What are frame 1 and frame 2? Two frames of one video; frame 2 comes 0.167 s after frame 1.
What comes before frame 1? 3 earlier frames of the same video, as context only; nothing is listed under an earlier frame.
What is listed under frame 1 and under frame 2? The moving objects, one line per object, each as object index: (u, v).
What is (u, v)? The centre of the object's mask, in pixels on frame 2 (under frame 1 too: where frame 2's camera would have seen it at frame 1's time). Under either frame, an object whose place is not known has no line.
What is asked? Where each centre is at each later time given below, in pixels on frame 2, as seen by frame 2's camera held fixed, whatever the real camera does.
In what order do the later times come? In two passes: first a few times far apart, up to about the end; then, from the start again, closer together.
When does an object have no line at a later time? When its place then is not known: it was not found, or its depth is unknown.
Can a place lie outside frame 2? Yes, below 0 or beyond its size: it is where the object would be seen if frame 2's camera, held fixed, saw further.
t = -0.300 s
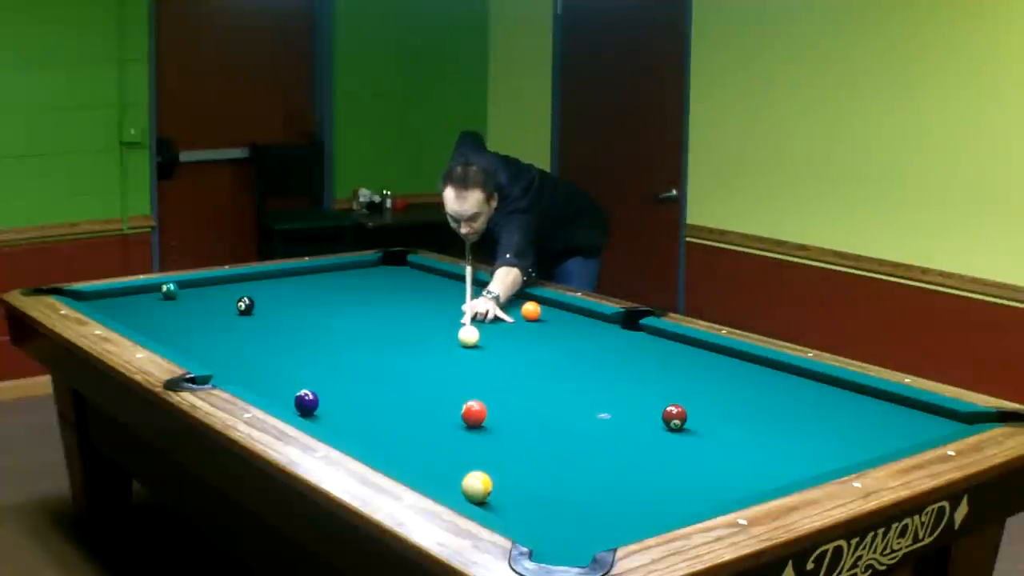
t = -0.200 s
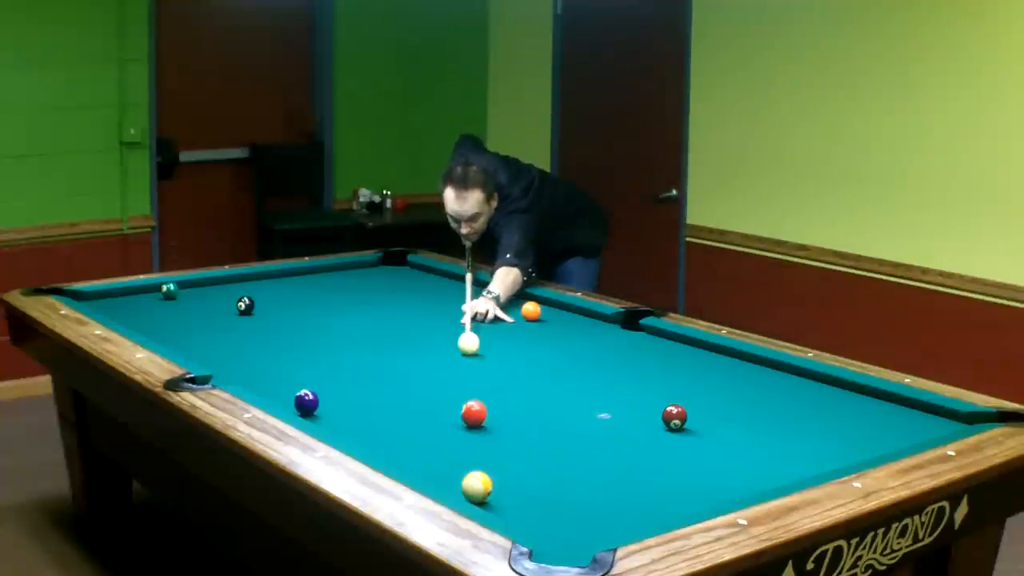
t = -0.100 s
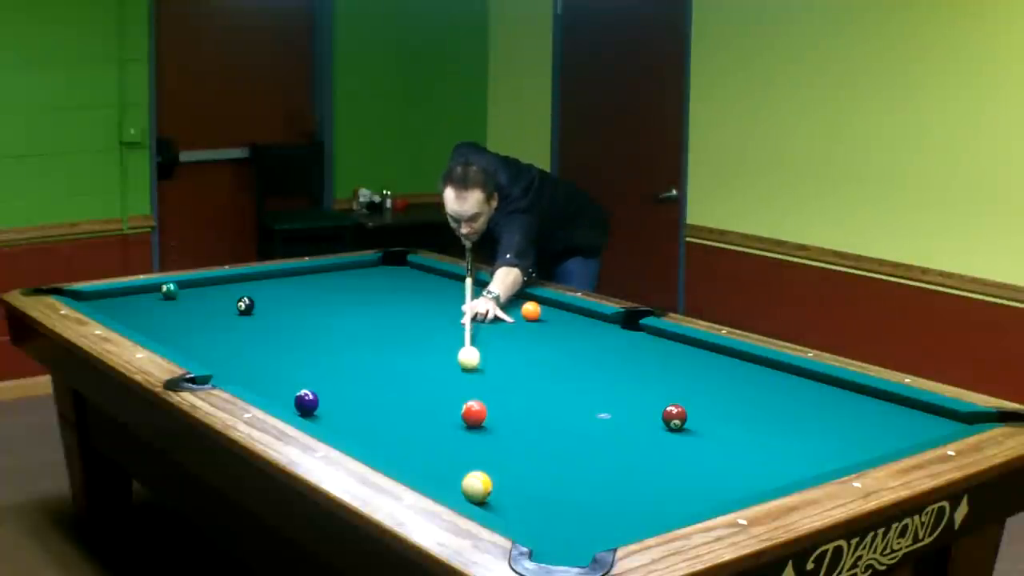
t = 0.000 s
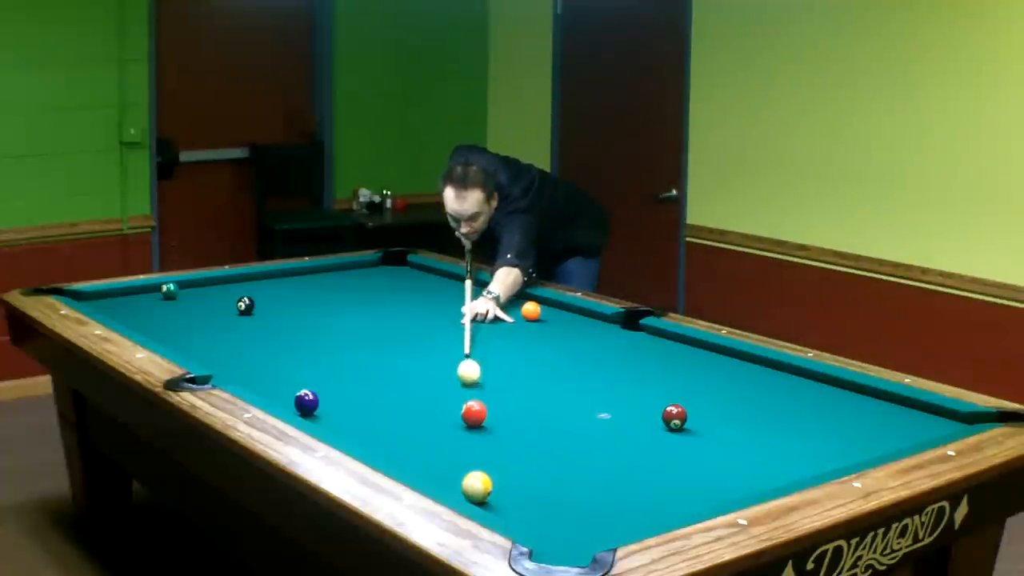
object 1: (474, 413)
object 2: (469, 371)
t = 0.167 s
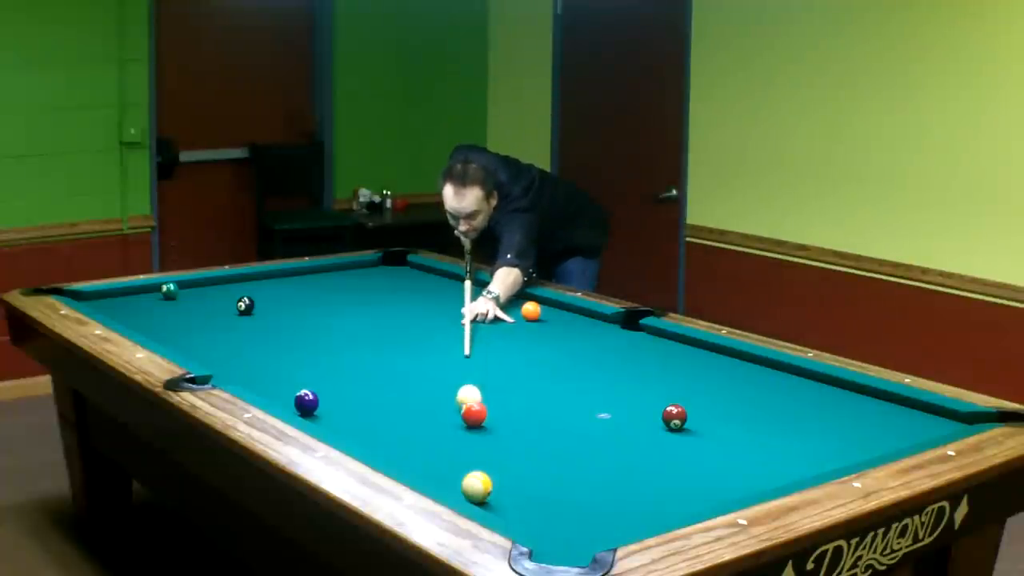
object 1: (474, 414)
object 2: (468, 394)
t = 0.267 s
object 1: (480, 423)
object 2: (463, 406)
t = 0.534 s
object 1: (505, 460)
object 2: (438, 418)
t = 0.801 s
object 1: (531, 498)
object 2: (414, 430)
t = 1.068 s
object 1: (561, 542)
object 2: (390, 442)
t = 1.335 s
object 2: (384, 447)
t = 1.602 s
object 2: (405, 450)
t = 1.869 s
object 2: (425, 449)
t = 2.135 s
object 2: (442, 449)
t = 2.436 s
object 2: (458, 447)
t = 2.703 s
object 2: (469, 447)
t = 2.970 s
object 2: (477, 446)
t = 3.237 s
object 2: (483, 446)
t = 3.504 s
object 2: (486, 445)
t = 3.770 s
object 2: (487, 446)
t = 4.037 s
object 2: (486, 446)
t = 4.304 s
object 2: (486, 445)
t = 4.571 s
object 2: (485, 446)
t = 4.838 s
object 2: (485, 446)
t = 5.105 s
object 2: (485, 446)
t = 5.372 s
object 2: (485, 446)
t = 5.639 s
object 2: (485, 446)
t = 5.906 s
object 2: (485, 446)
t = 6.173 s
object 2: (485, 446)
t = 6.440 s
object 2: (485, 446)
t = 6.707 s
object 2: (485, 446)
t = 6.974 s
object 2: (485, 446)
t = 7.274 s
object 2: (485, 446)
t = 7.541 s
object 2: (485, 446)
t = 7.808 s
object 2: (485, 446)
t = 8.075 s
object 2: (485, 446)
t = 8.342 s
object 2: (485, 446)
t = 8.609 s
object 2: (485, 446)
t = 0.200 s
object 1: (474, 414)
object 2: (467, 399)
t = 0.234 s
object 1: (477, 419)
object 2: (465, 404)
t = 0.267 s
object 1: (480, 423)
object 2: (463, 406)
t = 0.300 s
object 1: (484, 428)
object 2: (459, 407)
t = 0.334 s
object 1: (487, 432)
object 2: (456, 408)
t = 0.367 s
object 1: (490, 438)
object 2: (453, 410)
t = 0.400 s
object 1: (493, 442)
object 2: (450, 411)
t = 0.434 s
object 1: (496, 446)
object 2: (447, 413)
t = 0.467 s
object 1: (499, 451)
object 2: (444, 415)
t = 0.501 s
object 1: (502, 455)
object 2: (441, 416)
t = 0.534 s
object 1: (505, 460)
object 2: (438, 418)
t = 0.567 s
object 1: (508, 464)
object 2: (435, 419)
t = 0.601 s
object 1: (511, 468)
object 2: (432, 420)
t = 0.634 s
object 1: (514, 473)
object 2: (429, 422)
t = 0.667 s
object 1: (518, 478)
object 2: (426, 424)
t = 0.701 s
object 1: (521, 483)
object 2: (423, 425)
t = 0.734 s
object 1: (524, 488)
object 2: (420, 427)
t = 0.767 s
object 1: (528, 493)
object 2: (417, 428)
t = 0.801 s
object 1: (531, 498)
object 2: (414, 430)
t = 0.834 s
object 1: (535, 503)
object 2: (411, 431)
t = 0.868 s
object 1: (538, 509)
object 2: (408, 433)
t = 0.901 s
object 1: (542, 514)
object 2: (405, 435)
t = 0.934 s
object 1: (546, 519)
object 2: (402, 436)
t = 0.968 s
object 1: (550, 525)
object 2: (399, 438)
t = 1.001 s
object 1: (554, 530)
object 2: (396, 439)
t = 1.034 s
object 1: (557, 536)
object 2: (393, 441)
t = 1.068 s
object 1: (561, 542)
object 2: (390, 442)
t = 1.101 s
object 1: (565, 548)
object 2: (387, 444)
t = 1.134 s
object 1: (569, 552)
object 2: (384, 444)
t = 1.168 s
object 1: (573, 558)
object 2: (382, 445)
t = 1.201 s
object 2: (379, 446)
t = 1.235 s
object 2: (376, 446)
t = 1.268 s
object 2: (378, 447)
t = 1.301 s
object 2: (381, 447)
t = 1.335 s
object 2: (384, 447)
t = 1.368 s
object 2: (386, 448)
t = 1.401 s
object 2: (389, 448)
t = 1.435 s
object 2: (392, 449)
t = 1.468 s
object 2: (395, 449)
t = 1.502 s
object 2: (397, 449)
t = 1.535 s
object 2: (400, 449)
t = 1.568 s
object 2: (403, 449)
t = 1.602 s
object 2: (405, 450)
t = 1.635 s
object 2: (408, 450)
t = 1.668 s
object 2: (410, 449)
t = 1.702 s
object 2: (413, 449)
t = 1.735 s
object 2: (416, 449)
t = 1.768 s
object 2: (418, 449)
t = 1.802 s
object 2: (421, 449)
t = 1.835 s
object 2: (423, 449)
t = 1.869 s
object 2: (425, 449)
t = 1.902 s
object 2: (427, 449)
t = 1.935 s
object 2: (430, 449)
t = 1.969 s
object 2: (432, 449)
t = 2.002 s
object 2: (434, 449)
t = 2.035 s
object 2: (436, 449)
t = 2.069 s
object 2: (438, 449)
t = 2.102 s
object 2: (440, 448)
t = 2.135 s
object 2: (442, 449)
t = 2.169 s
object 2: (444, 448)
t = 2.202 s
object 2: (446, 448)
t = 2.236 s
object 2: (448, 448)
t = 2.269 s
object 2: (449, 448)
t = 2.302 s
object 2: (451, 448)
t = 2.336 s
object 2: (453, 448)
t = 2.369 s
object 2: (454, 448)
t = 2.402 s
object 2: (456, 447)
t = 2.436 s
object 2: (458, 447)
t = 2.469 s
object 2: (459, 447)
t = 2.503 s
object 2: (461, 447)
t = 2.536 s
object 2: (462, 447)
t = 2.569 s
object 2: (464, 447)
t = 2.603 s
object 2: (465, 447)
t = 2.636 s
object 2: (466, 447)
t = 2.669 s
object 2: (468, 447)
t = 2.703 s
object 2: (469, 447)
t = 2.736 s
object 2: (470, 447)
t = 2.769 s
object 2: (471, 447)
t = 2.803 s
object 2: (473, 446)
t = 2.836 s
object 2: (474, 446)
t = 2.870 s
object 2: (475, 446)
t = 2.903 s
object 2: (476, 446)
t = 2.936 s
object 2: (476, 446)
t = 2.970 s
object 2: (477, 446)
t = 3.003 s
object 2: (478, 446)
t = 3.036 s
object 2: (479, 446)
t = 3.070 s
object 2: (480, 446)
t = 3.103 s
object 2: (481, 446)
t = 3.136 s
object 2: (481, 446)
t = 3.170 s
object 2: (482, 446)
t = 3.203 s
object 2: (483, 446)
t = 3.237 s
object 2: (483, 446)
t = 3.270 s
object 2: (484, 446)
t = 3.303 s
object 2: (484, 446)
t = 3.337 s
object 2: (485, 446)
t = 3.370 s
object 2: (485, 446)
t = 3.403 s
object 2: (486, 445)
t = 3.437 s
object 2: (486, 445)
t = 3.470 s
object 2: (486, 445)
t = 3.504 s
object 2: (486, 445)
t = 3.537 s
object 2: (487, 445)
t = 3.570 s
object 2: (487, 445)
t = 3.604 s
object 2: (487, 445)
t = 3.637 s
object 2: (487, 445)
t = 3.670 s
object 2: (487, 445)
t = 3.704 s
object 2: (487, 446)
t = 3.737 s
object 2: (487, 445)
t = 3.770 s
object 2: (487, 446)
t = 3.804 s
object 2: (487, 446)
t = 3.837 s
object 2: (487, 446)
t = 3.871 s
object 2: (487, 446)
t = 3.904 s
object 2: (487, 446)
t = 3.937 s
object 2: (487, 446)
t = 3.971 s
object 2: (487, 445)
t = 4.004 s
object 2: (487, 446)
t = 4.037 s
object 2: (486, 446)
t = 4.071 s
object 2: (486, 446)
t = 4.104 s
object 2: (486, 446)
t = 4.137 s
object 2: (486, 446)
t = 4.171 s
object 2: (486, 446)
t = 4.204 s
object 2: (486, 446)
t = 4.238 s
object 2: (486, 445)
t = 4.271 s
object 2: (486, 445)
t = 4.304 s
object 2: (486, 445)
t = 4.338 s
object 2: (486, 445)
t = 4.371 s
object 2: (485, 445)
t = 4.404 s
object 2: (485, 445)
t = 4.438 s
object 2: (485, 445)
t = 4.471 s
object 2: (485, 446)
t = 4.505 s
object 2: (485, 446)
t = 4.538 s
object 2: (485, 446)
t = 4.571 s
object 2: (485, 446)
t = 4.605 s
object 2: (485, 446)
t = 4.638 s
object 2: (485, 446)
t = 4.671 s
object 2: (485, 446)
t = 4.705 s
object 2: (485, 446)
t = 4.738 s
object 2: (485, 446)
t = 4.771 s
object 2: (485, 446)
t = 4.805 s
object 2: (485, 446)
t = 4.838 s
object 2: (485, 446)
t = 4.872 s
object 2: (485, 446)
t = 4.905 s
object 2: (485, 446)
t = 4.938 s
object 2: (485, 446)
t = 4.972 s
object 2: (485, 446)
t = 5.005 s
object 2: (485, 446)
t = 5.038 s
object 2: (485, 446)
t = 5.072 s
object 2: (485, 446)
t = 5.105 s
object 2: (485, 446)
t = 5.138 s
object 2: (485, 446)
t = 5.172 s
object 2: (485, 446)
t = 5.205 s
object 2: (485, 446)
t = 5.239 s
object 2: (485, 446)
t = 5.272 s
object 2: (485, 446)
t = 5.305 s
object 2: (485, 446)
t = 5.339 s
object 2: (485, 446)
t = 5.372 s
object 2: (485, 446)
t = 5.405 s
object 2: (485, 446)
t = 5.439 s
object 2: (485, 446)
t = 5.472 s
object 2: (485, 446)
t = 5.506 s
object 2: (485, 446)
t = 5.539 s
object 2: (485, 446)
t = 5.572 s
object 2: (485, 446)
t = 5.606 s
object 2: (485, 446)
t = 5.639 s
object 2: (485, 446)
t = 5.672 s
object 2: (485, 446)
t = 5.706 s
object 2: (485, 446)
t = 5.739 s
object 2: (485, 446)
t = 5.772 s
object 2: (485, 446)
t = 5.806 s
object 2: (485, 446)
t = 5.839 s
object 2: (485, 446)
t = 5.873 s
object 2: (485, 446)
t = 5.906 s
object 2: (485, 446)
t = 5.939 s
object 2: (485, 446)
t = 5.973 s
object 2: (485, 446)
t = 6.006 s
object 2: (485, 446)
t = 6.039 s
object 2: (485, 446)
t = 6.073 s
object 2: (485, 446)
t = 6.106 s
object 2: (485, 446)
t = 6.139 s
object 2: (485, 446)
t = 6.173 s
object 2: (485, 446)
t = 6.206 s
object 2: (485, 446)
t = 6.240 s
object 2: (485, 446)
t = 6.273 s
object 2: (485, 446)
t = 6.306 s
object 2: (485, 446)
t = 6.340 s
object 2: (485, 446)
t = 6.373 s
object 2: (485, 446)
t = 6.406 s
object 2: (485, 446)
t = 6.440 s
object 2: (485, 446)
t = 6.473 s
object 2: (485, 446)
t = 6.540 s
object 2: (485, 446)
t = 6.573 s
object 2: (485, 446)
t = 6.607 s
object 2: (485, 446)
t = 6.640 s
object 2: (485, 446)
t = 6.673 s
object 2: (485, 446)
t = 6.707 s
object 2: (485, 446)
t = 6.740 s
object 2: (485, 446)
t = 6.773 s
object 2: (485, 446)
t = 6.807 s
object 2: (485, 446)
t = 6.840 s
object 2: (485, 446)
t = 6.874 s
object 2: (485, 446)
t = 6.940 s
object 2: (485, 446)
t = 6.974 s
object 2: (485, 446)
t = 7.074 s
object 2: (485, 446)
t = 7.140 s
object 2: (485, 446)
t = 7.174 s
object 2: (485, 446)
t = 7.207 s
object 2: (485, 446)
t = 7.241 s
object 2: (485, 446)
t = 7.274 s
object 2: (485, 446)
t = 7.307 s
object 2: (485, 446)
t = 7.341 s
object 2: (485, 446)
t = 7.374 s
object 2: (485, 446)
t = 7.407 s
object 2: (485, 446)
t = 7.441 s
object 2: (485, 446)
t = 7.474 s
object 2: (485, 446)
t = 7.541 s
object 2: (485, 446)
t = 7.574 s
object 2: (485, 446)
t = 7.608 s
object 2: (485, 446)
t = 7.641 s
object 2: (485, 446)
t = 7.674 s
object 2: (485, 446)
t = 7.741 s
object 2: (485, 446)
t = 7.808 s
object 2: (485, 446)
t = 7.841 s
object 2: (485, 446)
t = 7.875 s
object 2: (485, 446)
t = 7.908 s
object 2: (485, 446)
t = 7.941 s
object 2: (485, 446)
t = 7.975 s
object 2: (485, 446)
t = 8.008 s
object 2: (485, 446)
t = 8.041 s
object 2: (485, 446)
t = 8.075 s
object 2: (485, 446)
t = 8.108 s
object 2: (485, 446)
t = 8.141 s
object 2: (485, 446)
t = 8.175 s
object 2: (484, 446)
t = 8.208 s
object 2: (485, 446)
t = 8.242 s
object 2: (485, 446)
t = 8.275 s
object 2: (484, 446)
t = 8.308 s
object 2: (485, 446)
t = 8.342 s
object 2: (485, 446)
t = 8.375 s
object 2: (485, 446)
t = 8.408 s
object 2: (485, 446)
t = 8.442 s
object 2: (485, 446)
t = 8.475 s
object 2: (485, 446)
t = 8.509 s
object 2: (485, 446)
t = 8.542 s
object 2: (485, 446)
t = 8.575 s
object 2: (485, 446)
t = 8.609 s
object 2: (485, 446)
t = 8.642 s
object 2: (485, 446)
